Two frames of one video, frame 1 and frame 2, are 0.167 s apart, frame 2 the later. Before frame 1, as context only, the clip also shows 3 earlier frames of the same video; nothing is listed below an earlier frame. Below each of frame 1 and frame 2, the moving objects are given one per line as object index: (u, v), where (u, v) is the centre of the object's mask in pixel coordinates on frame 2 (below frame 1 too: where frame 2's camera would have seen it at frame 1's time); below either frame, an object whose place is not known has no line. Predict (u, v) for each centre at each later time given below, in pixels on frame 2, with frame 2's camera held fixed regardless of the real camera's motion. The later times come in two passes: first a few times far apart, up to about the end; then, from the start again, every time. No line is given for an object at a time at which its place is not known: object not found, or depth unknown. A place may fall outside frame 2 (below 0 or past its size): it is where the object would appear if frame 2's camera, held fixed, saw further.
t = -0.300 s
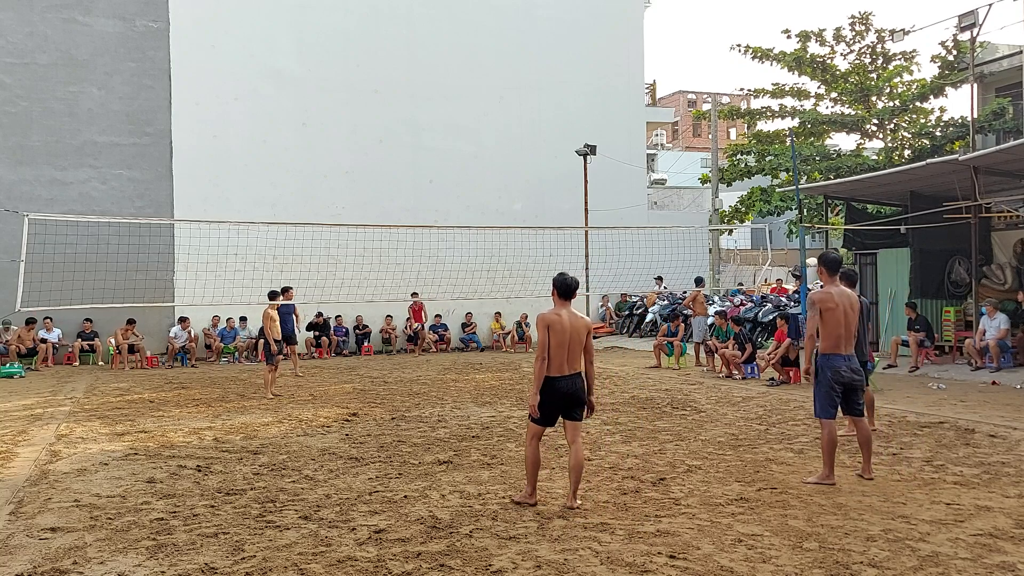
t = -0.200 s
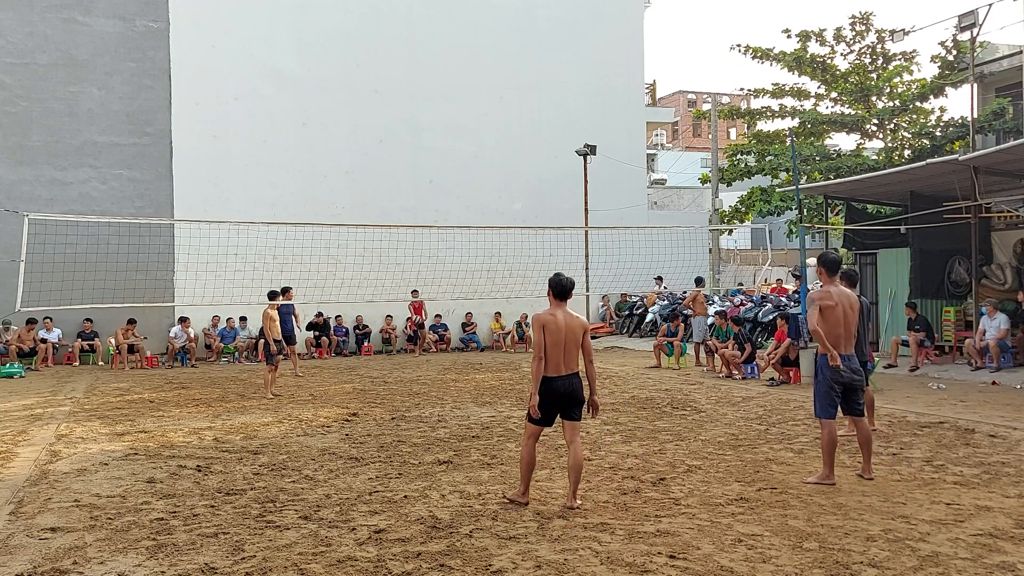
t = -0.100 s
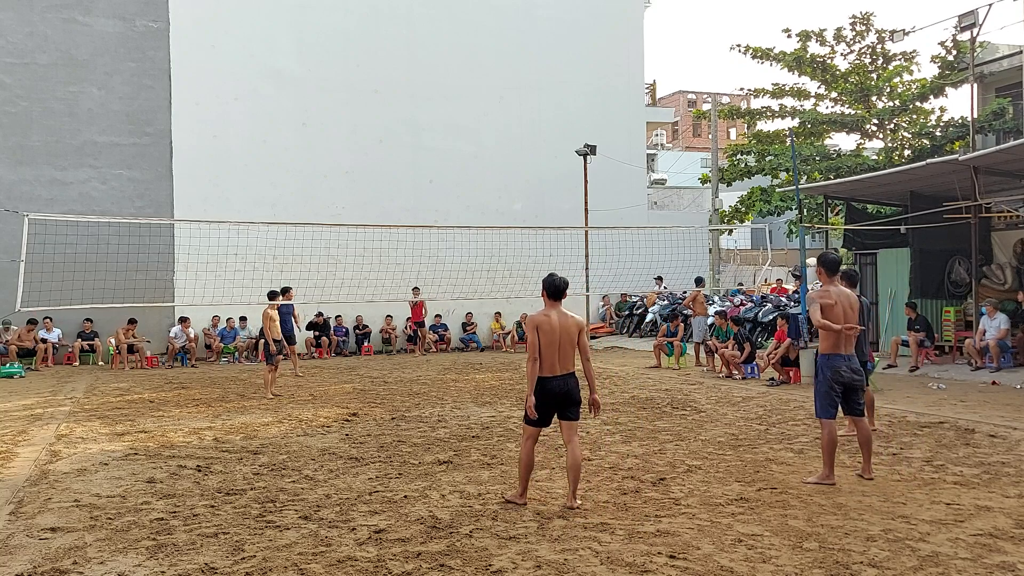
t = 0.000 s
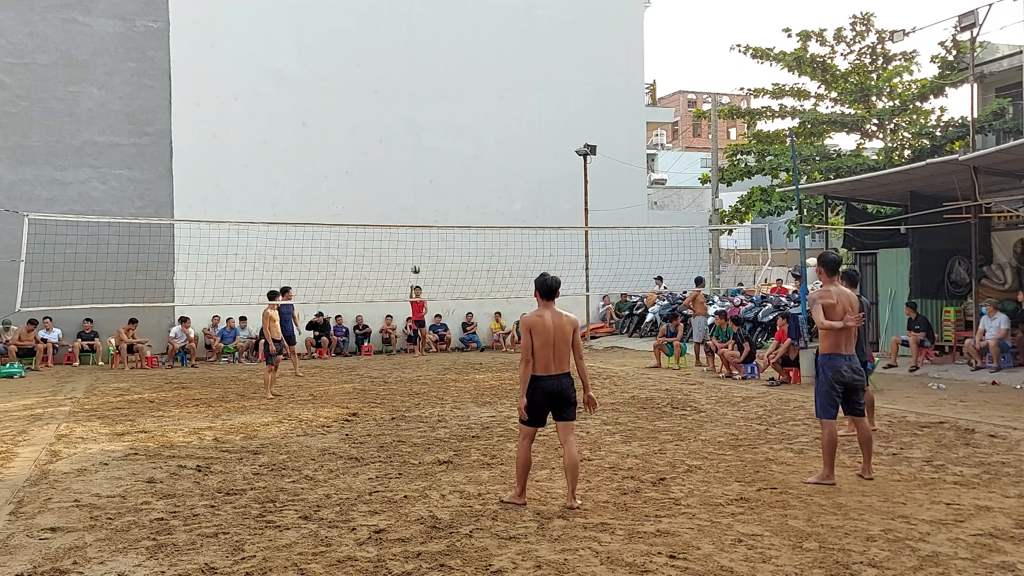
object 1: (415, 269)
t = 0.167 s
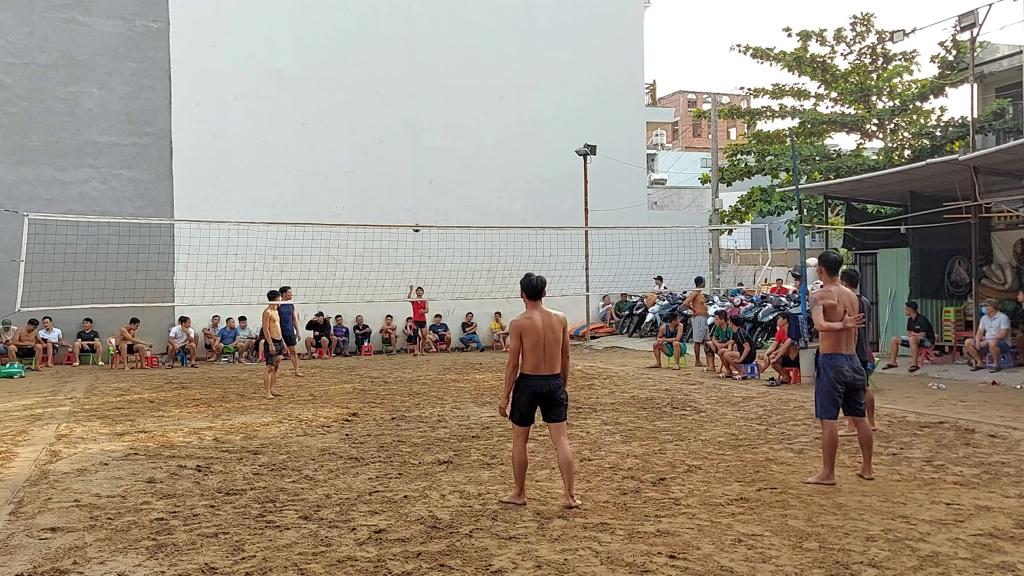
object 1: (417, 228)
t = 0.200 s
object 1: (417, 221)
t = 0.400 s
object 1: (418, 189)
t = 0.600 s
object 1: (419, 173)
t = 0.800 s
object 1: (421, 174)
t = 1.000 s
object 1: (423, 191)
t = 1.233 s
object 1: (426, 233)
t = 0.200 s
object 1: (417, 221)
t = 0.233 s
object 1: (417, 214)
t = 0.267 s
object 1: (417, 208)
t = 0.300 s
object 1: (417, 203)
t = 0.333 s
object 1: (417, 198)
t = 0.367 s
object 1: (417, 193)
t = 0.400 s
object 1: (418, 189)
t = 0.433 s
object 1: (418, 185)
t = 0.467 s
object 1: (418, 182)
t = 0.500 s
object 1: (419, 179)
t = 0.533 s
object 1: (419, 176)
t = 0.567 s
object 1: (419, 175)
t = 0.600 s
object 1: (419, 173)
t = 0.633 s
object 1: (420, 172)
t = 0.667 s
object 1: (420, 172)
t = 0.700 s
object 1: (420, 171)
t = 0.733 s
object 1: (420, 172)
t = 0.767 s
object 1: (421, 173)
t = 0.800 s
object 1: (421, 174)
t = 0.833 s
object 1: (421, 176)
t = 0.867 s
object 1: (421, 178)
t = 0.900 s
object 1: (422, 181)
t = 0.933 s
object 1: (422, 184)
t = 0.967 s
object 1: (423, 187)
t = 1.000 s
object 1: (423, 191)
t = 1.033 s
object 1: (423, 196)
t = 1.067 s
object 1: (424, 201)
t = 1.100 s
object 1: (424, 207)
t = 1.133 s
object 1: (424, 212)
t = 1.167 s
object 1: (425, 218)
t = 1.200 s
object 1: (425, 225)
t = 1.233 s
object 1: (426, 233)
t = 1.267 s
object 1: (426, 240)
